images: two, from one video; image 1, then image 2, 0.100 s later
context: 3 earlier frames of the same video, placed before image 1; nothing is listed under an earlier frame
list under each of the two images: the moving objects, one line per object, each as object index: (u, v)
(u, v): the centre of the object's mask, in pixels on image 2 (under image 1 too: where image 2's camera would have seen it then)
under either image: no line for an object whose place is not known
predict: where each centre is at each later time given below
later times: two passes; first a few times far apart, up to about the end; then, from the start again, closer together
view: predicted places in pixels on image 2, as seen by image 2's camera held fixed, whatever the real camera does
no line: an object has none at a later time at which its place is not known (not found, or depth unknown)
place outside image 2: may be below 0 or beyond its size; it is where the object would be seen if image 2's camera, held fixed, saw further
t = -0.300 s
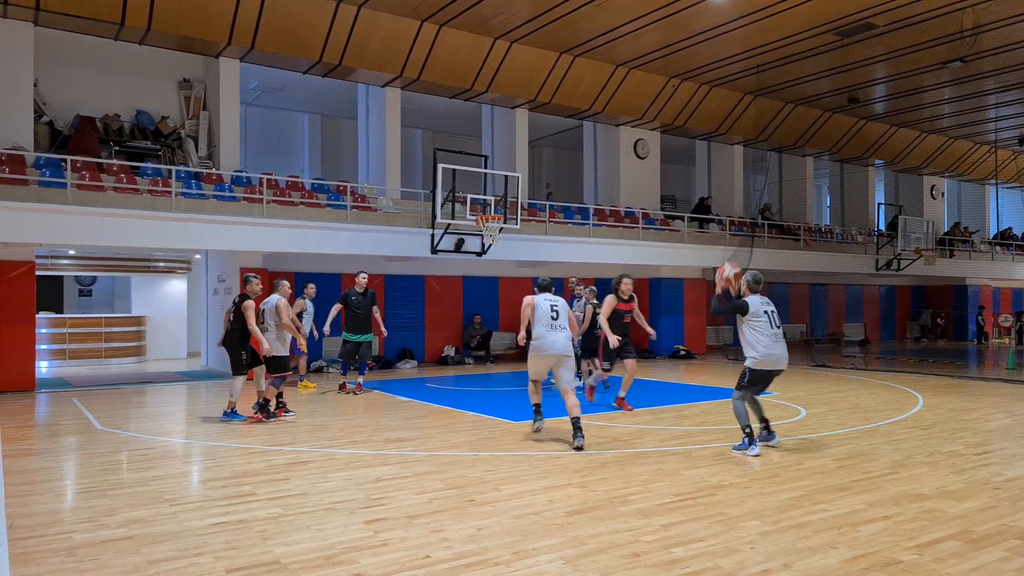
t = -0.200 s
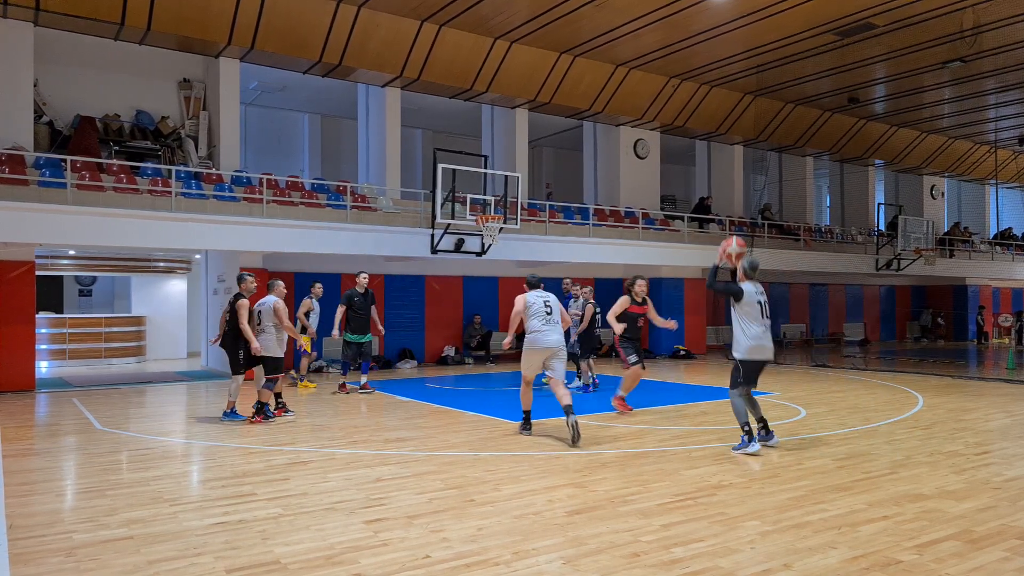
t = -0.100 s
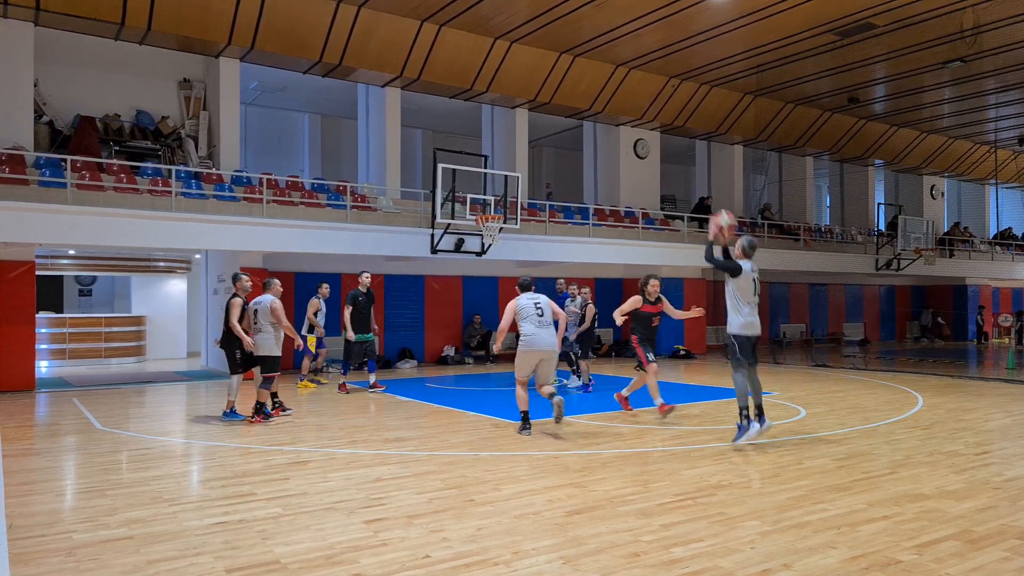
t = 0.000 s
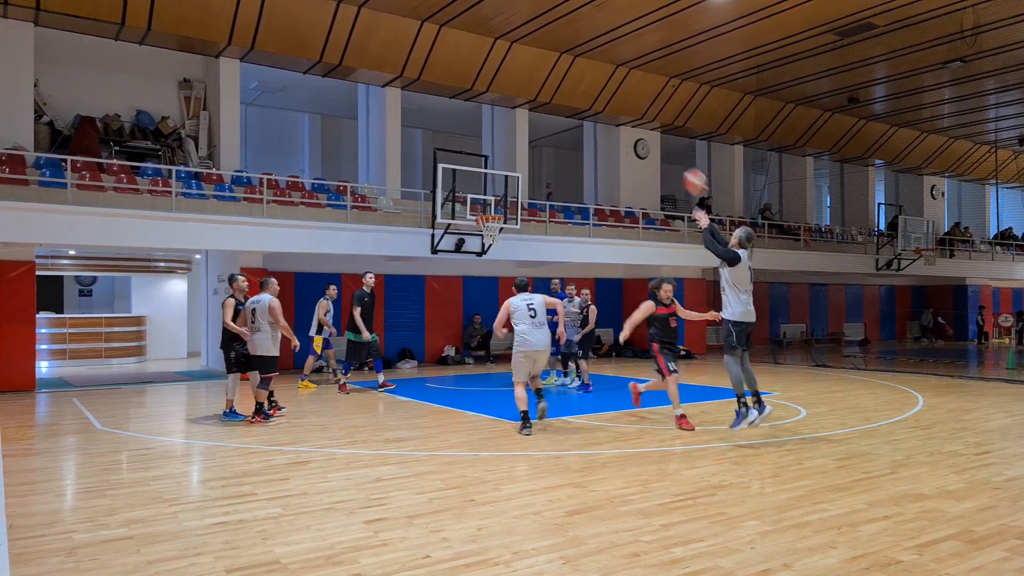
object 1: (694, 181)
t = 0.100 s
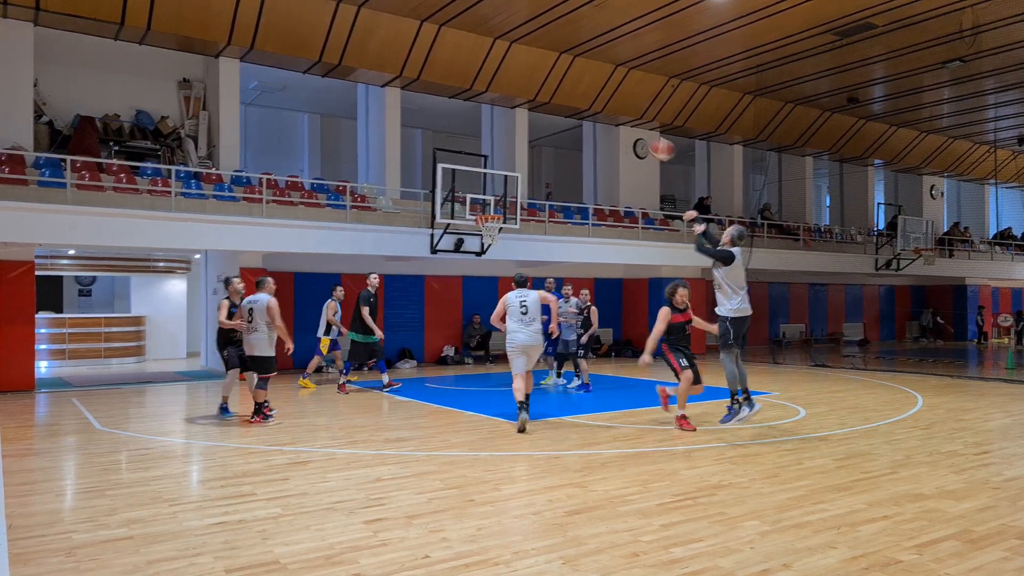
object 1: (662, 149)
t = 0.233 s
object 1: (625, 122)
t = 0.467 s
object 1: (574, 115)
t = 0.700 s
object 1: (535, 139)
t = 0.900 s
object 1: (509, 180)
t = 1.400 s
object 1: (480, 266)
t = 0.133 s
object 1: (652, 141)
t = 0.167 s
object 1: (643, 134)
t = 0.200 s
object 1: (633, 127)
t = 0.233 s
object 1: (625, 122)
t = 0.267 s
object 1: (617, 119)
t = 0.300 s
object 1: (609, 116)
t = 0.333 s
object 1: (602, 114)
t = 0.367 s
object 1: (594, 113)
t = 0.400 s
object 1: (588, 114)
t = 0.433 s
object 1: (581, 114)
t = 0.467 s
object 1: (574, 115)
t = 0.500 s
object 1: (569, 117)
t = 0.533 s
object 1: (563, 119)
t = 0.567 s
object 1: (557, 122)
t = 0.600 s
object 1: (550, 126)
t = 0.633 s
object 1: (545, 130)
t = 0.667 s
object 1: (540, 134)
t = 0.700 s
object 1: (535, 139)
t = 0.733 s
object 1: (531, 145)
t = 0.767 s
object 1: (526, 151)
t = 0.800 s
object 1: (521, 157)
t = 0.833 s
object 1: (516, 164)
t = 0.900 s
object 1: (509, 180)
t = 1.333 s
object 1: (482, 253)
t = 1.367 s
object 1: (481, 259)
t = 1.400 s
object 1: (480, 266)
